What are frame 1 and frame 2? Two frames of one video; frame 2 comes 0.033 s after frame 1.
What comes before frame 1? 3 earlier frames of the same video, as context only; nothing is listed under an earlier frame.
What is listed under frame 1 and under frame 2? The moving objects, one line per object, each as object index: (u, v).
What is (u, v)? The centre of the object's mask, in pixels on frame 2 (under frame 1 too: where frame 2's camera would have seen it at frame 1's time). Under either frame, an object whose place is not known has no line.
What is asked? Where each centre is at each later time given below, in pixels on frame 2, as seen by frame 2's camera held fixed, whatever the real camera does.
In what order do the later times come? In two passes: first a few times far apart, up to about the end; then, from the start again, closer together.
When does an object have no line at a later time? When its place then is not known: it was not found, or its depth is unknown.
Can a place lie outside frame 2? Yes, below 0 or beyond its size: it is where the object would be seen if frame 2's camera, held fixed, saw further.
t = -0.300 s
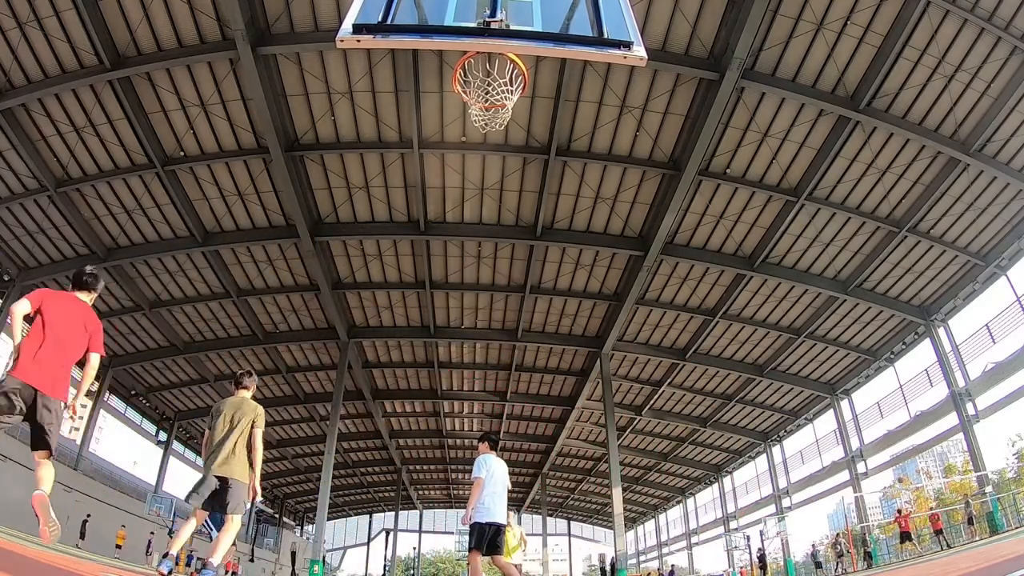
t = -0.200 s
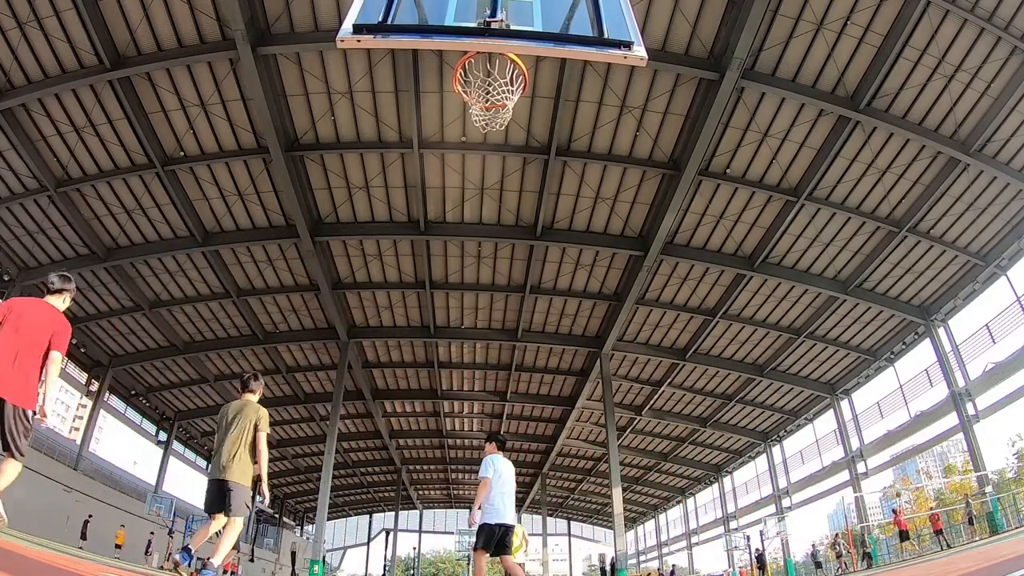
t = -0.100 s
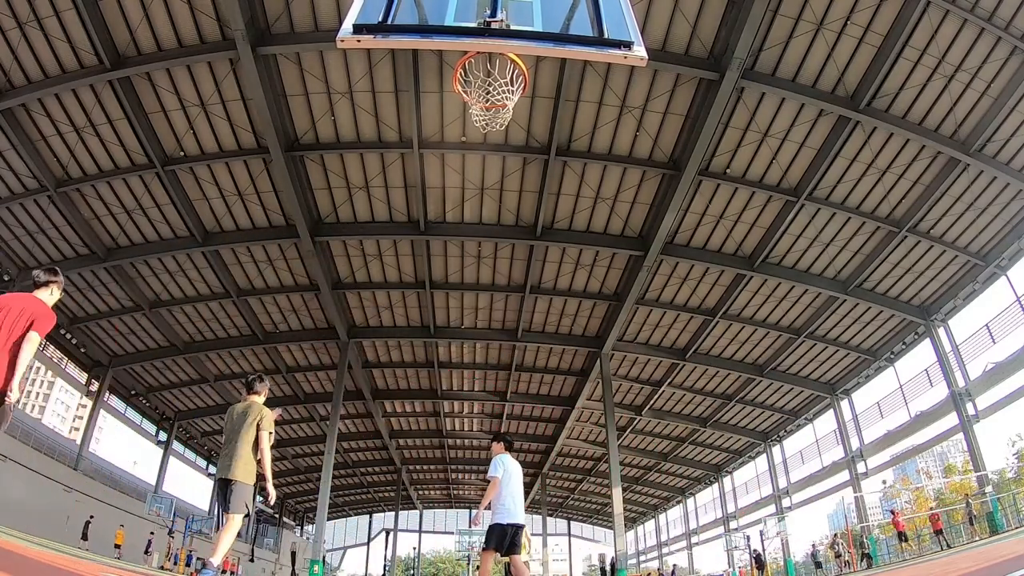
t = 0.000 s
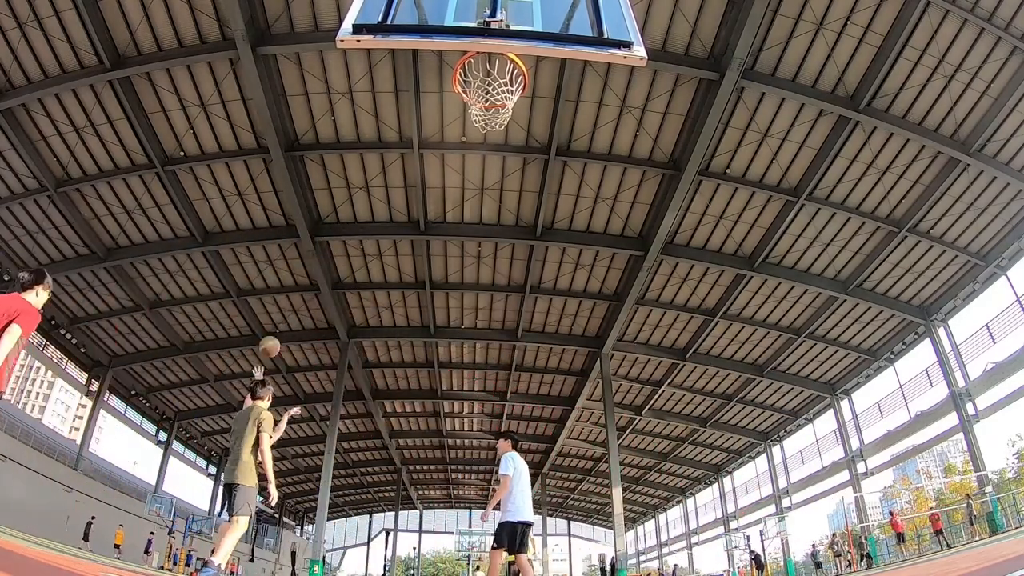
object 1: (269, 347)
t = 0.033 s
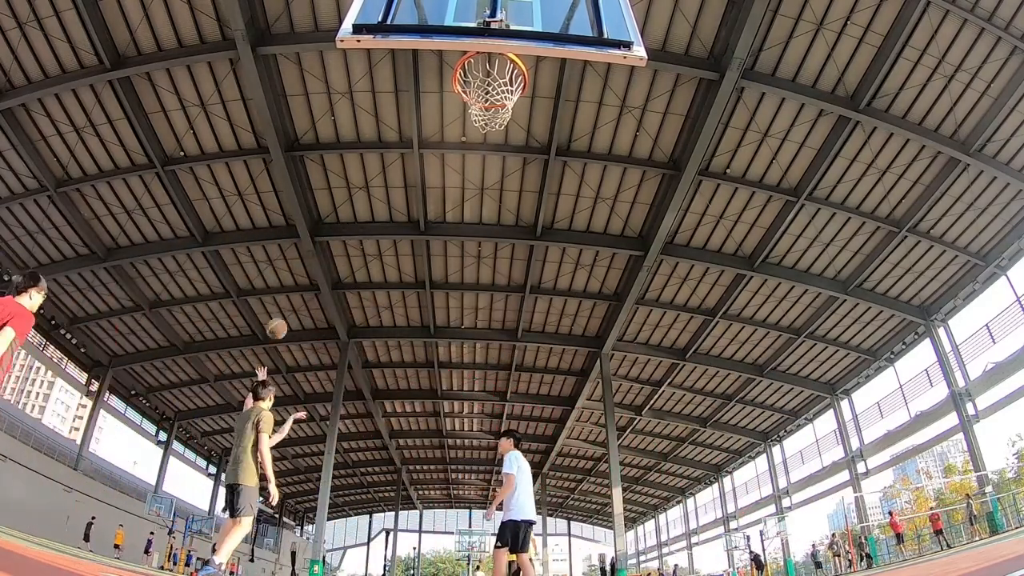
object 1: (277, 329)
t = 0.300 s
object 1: (333, 210)
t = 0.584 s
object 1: (387, 128)
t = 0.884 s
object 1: (445, 77)
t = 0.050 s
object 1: (280, 320)
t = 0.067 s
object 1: (283, 312)
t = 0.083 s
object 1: (287, 304)
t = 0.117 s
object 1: (294, 286)
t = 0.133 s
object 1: (299, 279)
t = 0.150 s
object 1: (302, 272)
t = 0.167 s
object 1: (304, 265)
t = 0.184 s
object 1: (308, 257)
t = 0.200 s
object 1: (311, 250)
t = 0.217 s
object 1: (315, 242)
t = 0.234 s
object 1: (318, 236)
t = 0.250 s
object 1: (321, 230)
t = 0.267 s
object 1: (325, 223)
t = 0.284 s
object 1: (329, 216)
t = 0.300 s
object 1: (333, 210)
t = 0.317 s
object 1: (335, 204)
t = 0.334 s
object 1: (339, 198)
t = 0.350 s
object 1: (342, 193)
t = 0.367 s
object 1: (345, 187)
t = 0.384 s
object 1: (349, 182)
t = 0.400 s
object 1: (353, 176)
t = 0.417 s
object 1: (355, 171)
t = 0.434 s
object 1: (358, 166)
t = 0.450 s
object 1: (362, 161)
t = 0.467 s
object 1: (365, 157)
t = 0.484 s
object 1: (368, 152)
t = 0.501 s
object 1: (371, 147)
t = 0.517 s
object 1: (374, 143)
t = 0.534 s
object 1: (377, 139)
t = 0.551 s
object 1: (381, 135)
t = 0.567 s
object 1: (384, 131)
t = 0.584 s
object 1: (387, 128)
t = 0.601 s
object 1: (390, 124)
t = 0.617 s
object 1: (394, 120)
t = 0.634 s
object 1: (396, 116)
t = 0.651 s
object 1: (399, 113)
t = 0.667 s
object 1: (402, 110)
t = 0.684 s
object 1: (406, 107)
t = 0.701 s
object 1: (409, 103)
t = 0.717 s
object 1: (412, 100)
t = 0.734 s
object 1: (415, 98)
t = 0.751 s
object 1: (420, 94)
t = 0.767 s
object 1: (423, 92)
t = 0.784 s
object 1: (426, 89)
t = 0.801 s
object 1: (430, 87)
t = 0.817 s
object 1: (434, 85)
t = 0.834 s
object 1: (437, 83)
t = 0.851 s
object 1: (441, 80)
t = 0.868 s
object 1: (443, 78)
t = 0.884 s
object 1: (445, 77)
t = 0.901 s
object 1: (451, 76)
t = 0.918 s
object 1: (457, 74)
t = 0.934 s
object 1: (468, 72)
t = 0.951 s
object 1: (473, 71)
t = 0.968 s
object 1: (477, 69)
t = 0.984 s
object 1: (480, 68)
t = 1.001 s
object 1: (484, 67)
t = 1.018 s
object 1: (489, 66)
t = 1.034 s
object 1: (494, 66)
